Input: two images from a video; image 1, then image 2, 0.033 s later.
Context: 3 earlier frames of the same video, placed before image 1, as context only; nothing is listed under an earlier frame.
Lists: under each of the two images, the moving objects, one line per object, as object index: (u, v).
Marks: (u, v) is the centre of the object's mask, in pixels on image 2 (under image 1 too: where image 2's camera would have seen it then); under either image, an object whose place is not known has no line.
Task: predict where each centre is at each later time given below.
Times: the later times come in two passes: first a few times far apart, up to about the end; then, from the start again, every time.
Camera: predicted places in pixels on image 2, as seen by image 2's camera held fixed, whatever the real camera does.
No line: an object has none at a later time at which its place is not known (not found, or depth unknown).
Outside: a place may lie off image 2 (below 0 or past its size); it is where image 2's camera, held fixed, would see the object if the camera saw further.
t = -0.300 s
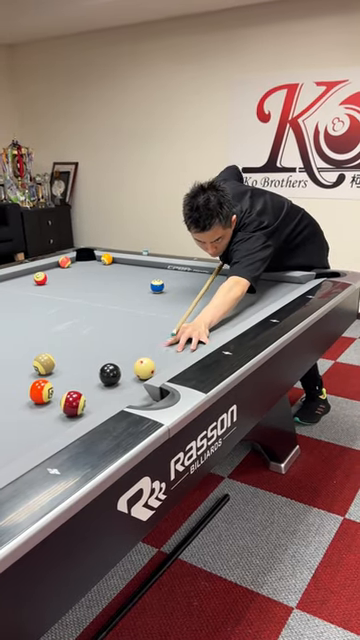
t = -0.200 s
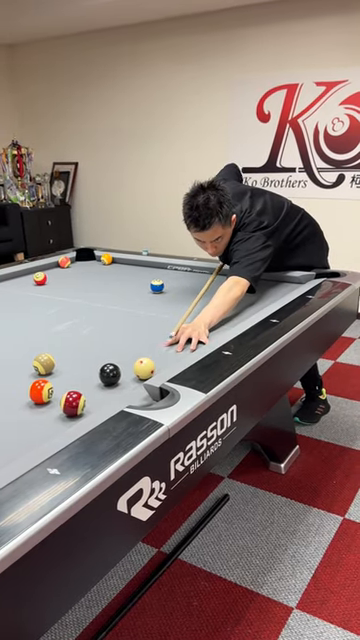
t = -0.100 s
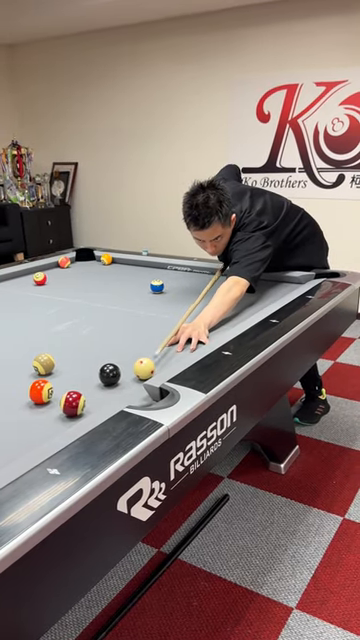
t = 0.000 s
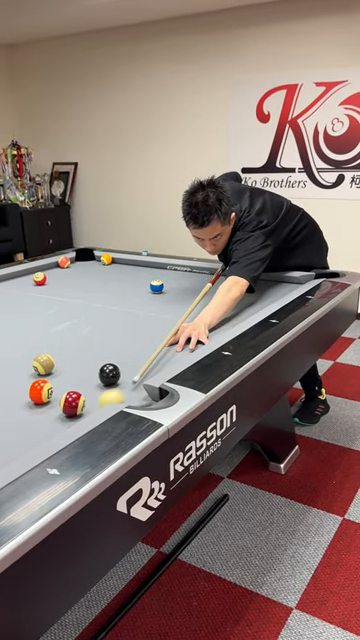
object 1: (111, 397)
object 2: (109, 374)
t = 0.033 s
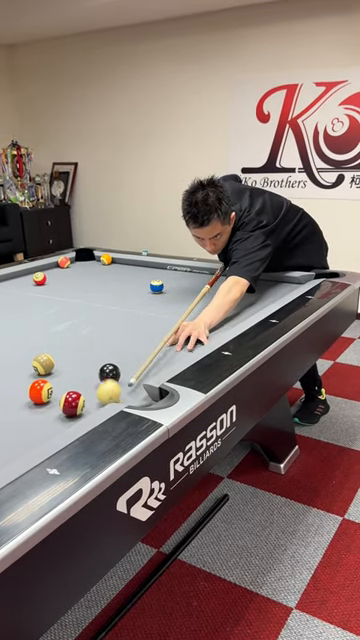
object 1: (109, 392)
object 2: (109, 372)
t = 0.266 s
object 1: (106, 381)
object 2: (104, 336)
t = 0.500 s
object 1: (104, 379)
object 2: (100, 311)
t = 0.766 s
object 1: (103, 376)
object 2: (96, 290)
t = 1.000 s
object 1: (102, 375)
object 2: (93, 276)
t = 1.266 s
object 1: (100, 374)
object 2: (91, 264)
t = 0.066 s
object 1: (108, 384)
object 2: (109, 368)
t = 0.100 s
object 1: (108, 384)
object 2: (108, 364)
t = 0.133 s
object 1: (108, 383)
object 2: (107, 358)
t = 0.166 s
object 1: (108, 383)
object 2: (106, 351)
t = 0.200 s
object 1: (107, 382)
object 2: (105, 346)
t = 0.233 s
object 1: (106, 382)
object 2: (104, 341)
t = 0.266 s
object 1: (106, 381)
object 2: (104, 336)
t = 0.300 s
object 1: (106, 381)
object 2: (103, 331)
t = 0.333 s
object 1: (106, 380)
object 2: (102, 328)
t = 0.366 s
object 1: (105, 380)
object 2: (102, 324)
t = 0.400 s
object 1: (105, 380)
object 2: (101, 320)
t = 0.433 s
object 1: (105, 379)
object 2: (101, 317)
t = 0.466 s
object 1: (104, 379)
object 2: (100, 314)
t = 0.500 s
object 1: (104, 379)
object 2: (100, 311)
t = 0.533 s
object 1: (104, 378)
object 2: (99, 308)
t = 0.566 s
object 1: (104, 378)
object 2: (99, 305)
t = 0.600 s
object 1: (104, 378)
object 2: (98, 302)
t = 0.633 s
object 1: (103, 378)
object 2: (98, 300)
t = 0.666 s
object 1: (103, 377)
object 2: (97, 297)
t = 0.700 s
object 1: (103, 377)
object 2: (97, 295)
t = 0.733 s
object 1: (103, 376)
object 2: (96, 292)
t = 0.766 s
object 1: (103, 376)
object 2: (96, 290)
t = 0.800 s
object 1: (102, 376)
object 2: (96, 288)
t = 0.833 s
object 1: (102, 376)
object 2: (95, 286)
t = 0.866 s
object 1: (102, 376)
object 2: (95, 284)
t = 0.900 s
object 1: (102, 375)
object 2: (94, 282)
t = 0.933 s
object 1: (102, 375)
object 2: (94, 280)
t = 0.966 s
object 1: (102, 375)
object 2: (94, 278)
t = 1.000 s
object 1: (102, 375)
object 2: (93, 276)
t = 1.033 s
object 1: (101, 375)
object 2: (93, 274)
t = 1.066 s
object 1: (101, 375)
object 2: (93, 272)
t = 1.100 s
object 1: (101, 374)
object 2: (92, 271)
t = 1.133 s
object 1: (101, 374)
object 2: (92, 269)
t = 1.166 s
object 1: (101, 374)
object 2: (92, 268)
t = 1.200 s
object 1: (101, 374)
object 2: (91, 266)
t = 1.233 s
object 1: (101, 374)
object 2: (91, 265)
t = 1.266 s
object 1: (100, 374)
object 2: (91, 264)
